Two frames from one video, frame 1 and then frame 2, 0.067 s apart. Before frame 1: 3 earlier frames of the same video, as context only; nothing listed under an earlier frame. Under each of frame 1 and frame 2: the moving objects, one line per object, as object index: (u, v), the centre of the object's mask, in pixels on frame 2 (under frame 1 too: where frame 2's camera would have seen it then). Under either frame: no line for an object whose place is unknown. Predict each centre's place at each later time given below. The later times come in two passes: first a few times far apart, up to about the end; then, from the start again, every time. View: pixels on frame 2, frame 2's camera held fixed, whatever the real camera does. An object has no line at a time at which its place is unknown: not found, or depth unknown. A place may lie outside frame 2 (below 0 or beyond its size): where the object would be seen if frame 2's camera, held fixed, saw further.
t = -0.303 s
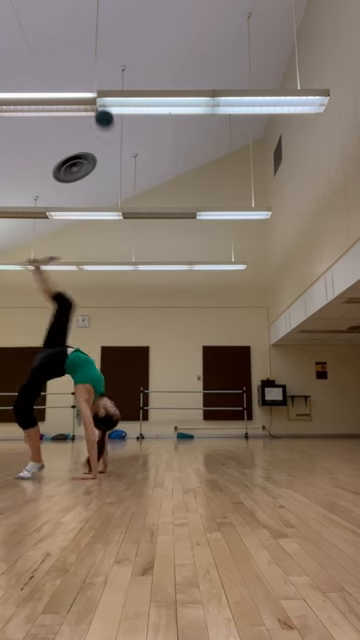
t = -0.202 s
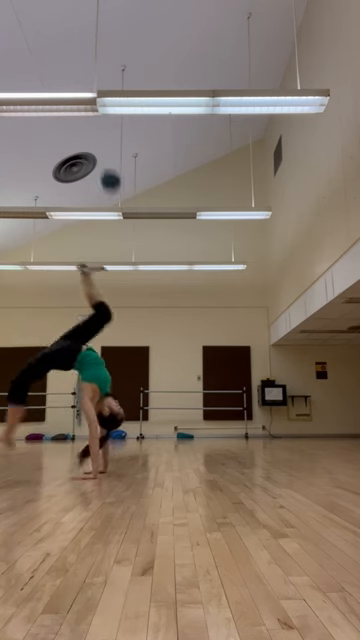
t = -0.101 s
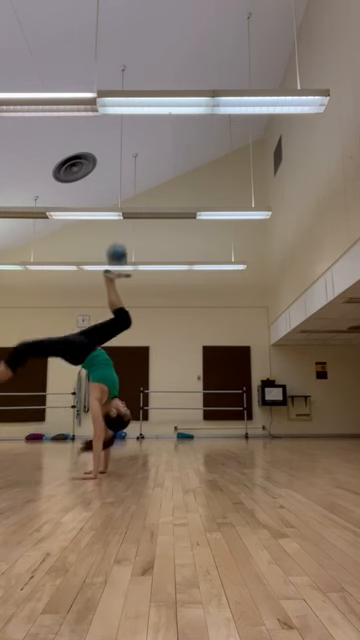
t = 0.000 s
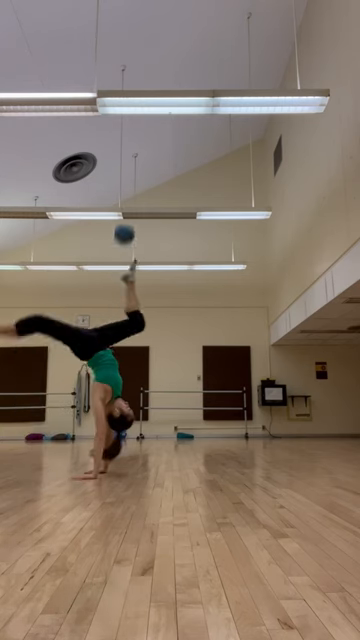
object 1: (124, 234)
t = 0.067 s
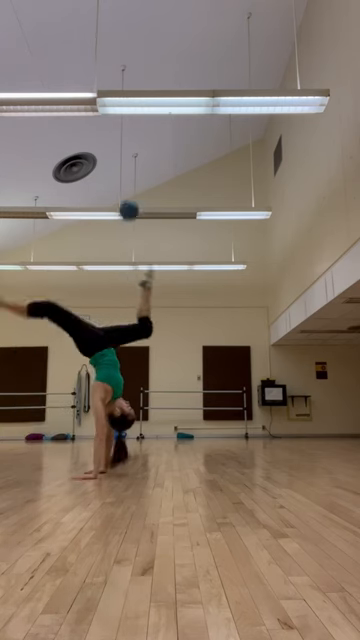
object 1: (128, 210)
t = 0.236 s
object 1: (139, 173)
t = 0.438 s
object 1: (149, 165)
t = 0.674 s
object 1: (161, 201)
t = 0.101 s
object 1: (130, 200)
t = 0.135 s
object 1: (133, 191)
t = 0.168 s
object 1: (135, 184)
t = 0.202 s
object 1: (137, 178)
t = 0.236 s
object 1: (139, 173)
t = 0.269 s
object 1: (141, 169)
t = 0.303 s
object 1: (142, 165)
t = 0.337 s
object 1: (144, 163)
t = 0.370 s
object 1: (146, 163)
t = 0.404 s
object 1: (148, 163)
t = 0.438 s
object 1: (149, 165)
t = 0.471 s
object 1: (151, 167)
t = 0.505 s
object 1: (153, 170)
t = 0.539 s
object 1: (155, 175)
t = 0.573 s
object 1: (156, 180)
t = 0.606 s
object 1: (158, 186)
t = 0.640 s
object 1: (159, 193)
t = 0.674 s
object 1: (161, 201)
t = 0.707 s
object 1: (163, 210)
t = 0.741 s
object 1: (165, 220)
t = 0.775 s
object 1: (166, 231)
